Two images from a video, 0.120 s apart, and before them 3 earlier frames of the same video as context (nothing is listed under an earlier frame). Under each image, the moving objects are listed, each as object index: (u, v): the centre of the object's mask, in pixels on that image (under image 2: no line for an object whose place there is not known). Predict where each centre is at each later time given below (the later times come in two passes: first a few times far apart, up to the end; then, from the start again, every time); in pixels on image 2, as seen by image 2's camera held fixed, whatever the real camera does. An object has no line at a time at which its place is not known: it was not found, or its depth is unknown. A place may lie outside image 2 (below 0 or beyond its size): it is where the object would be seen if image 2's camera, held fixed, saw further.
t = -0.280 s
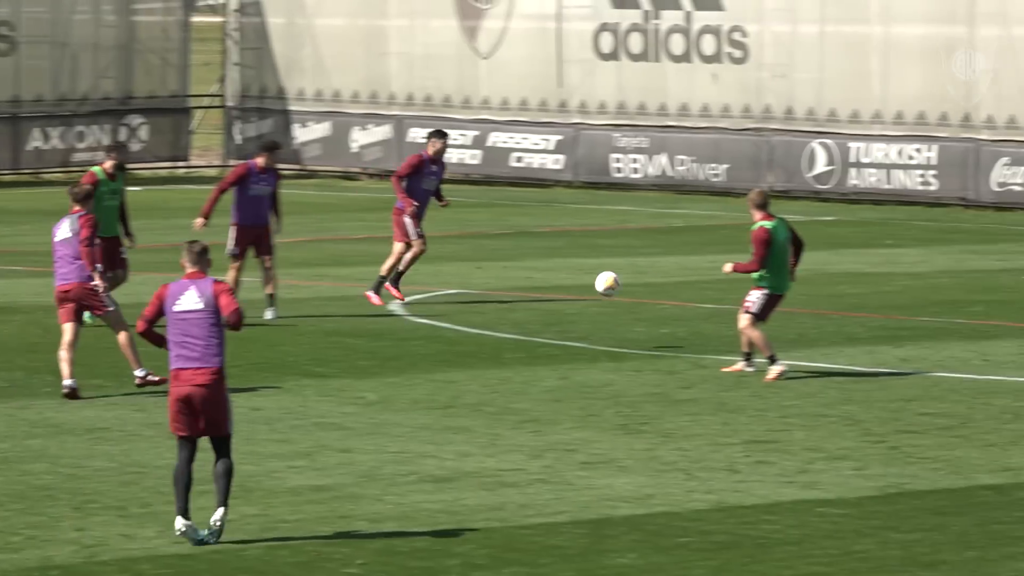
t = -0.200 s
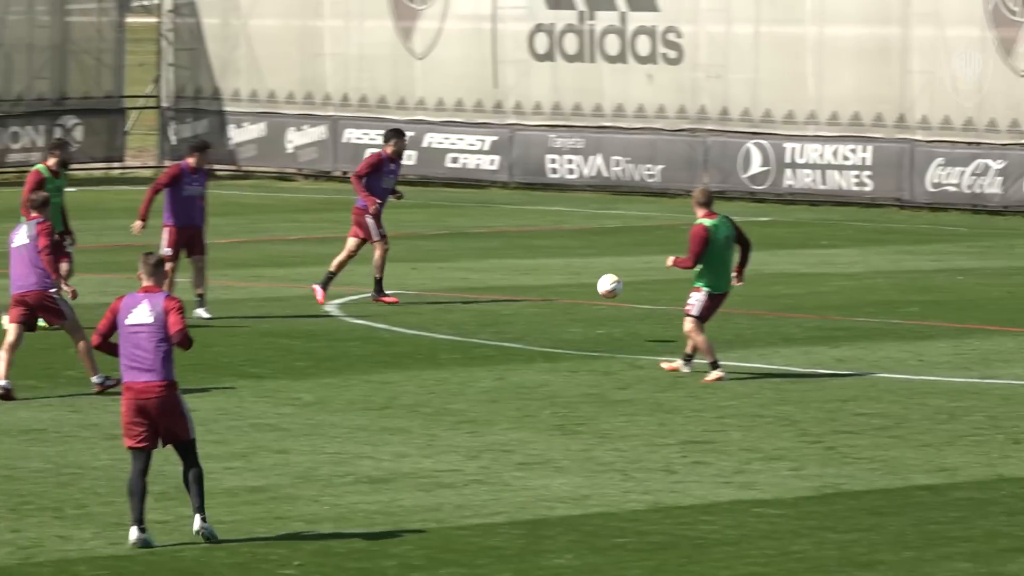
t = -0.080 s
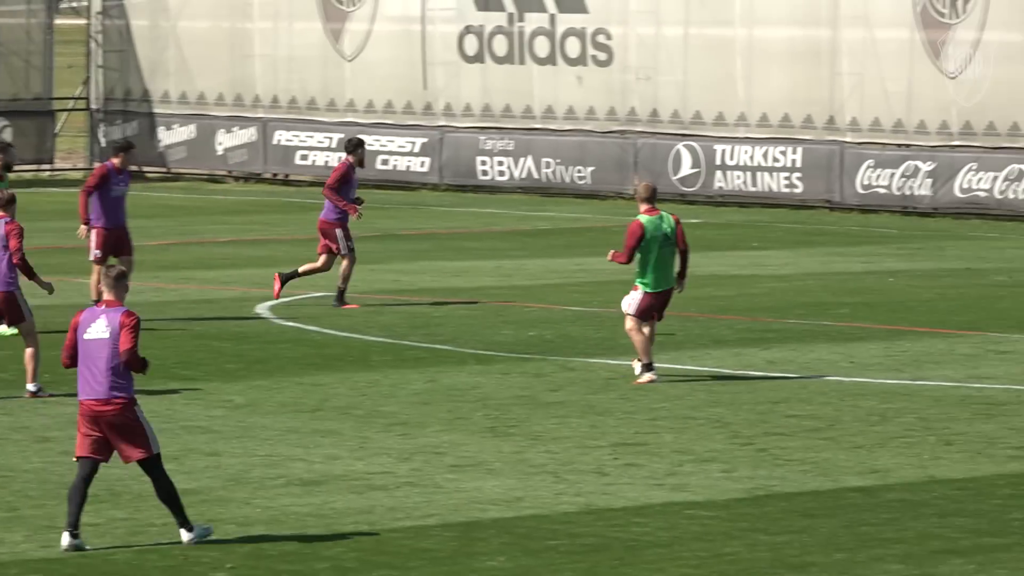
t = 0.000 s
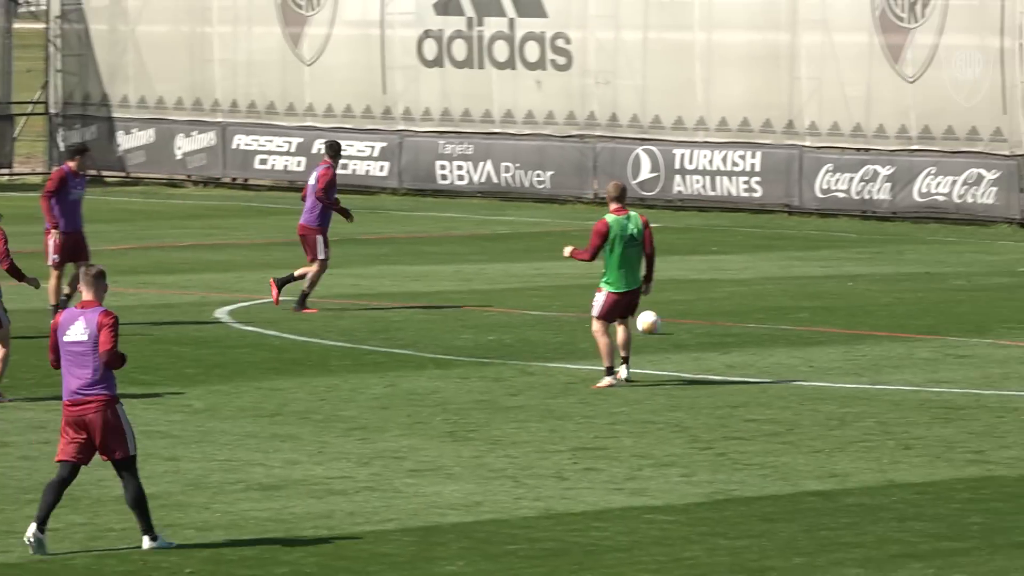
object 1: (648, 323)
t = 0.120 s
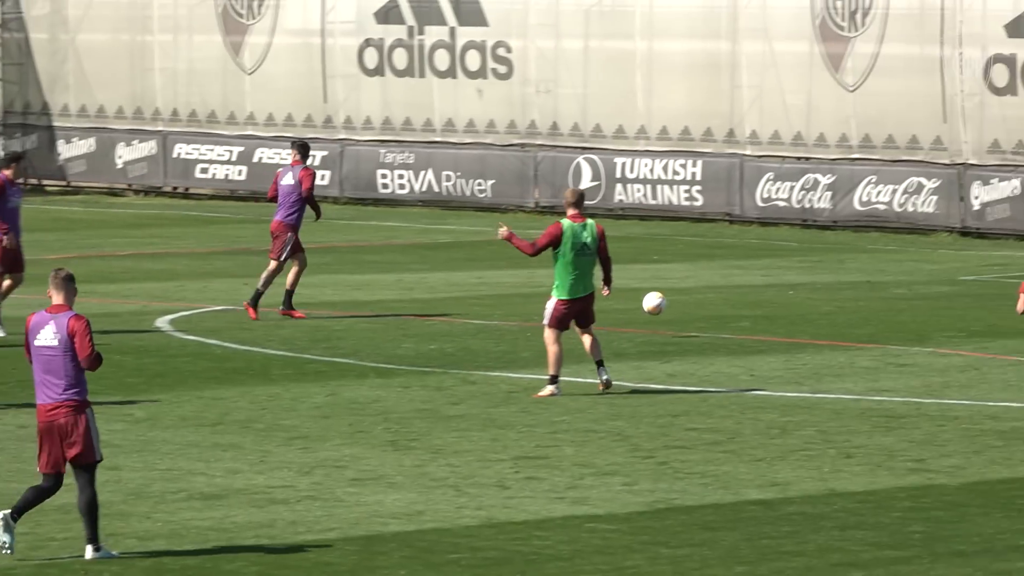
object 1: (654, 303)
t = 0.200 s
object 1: (695, 294)
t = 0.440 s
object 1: (807, 313)
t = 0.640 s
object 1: (877, 291)
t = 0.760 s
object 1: (917, 298)
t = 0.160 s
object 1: (675, 298)
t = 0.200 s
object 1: (695, 294)
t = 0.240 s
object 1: (714, 293)
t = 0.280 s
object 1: (733, 293)
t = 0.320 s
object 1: (752, 295)
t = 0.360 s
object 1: (771, 300)
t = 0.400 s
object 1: (789, 305)
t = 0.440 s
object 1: (807, 313)
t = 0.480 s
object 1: (822, 308)
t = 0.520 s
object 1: (836, 301)
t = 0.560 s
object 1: (850, 296)
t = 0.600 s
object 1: (864, 293)
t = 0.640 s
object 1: (877, 291)
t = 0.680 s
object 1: (891, 292)
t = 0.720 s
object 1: (904, 294)
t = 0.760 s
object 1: (917, 298)
